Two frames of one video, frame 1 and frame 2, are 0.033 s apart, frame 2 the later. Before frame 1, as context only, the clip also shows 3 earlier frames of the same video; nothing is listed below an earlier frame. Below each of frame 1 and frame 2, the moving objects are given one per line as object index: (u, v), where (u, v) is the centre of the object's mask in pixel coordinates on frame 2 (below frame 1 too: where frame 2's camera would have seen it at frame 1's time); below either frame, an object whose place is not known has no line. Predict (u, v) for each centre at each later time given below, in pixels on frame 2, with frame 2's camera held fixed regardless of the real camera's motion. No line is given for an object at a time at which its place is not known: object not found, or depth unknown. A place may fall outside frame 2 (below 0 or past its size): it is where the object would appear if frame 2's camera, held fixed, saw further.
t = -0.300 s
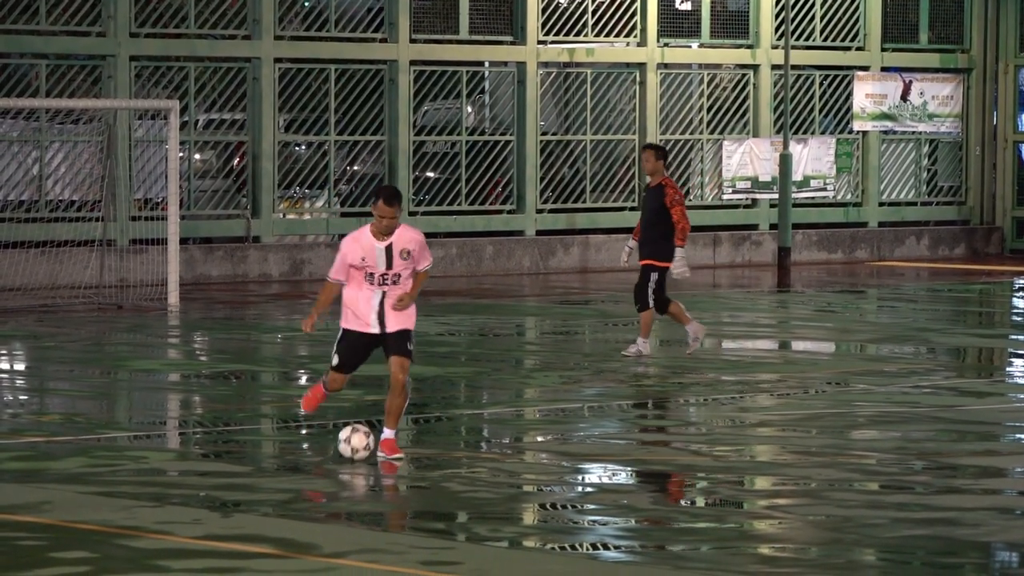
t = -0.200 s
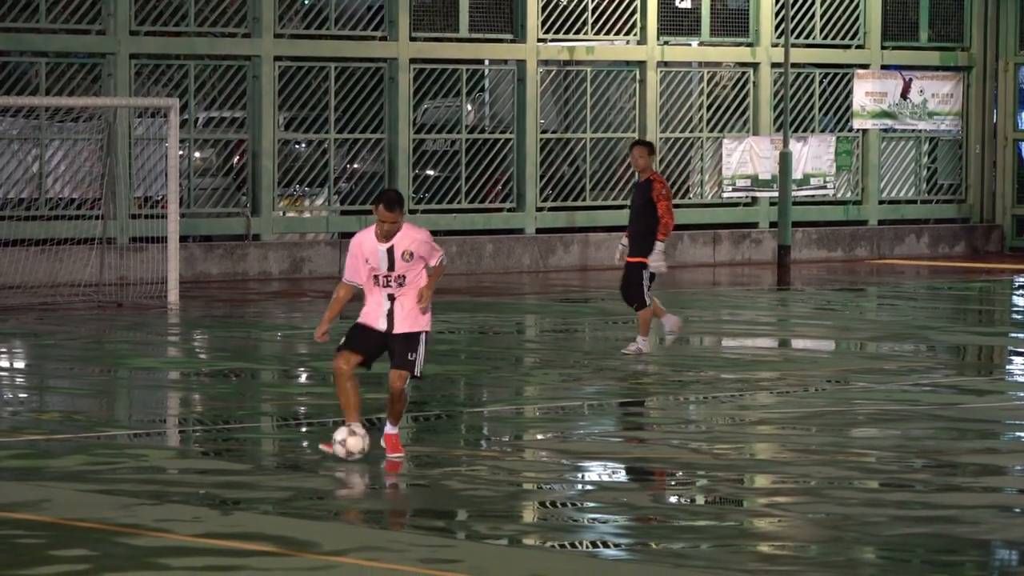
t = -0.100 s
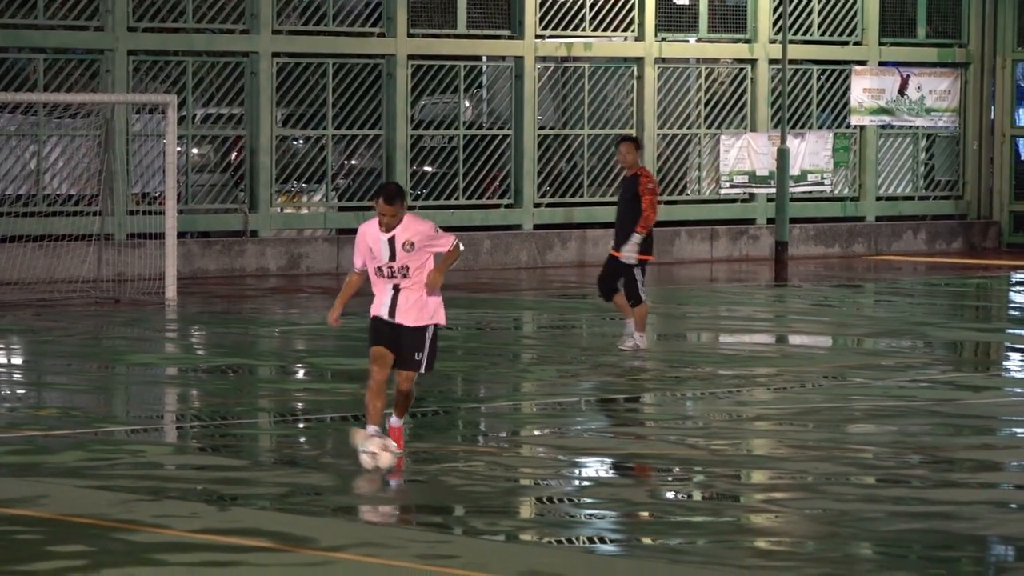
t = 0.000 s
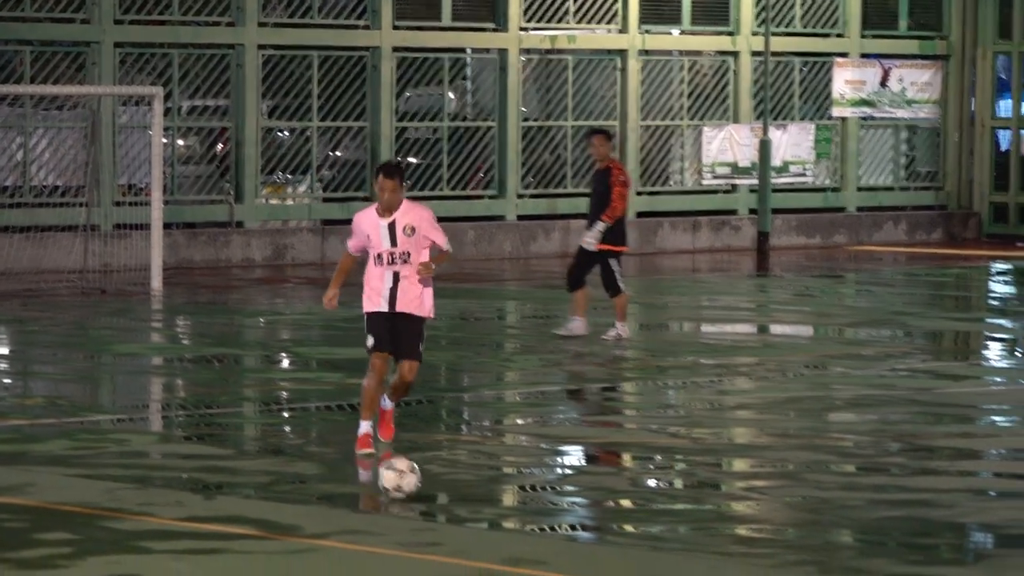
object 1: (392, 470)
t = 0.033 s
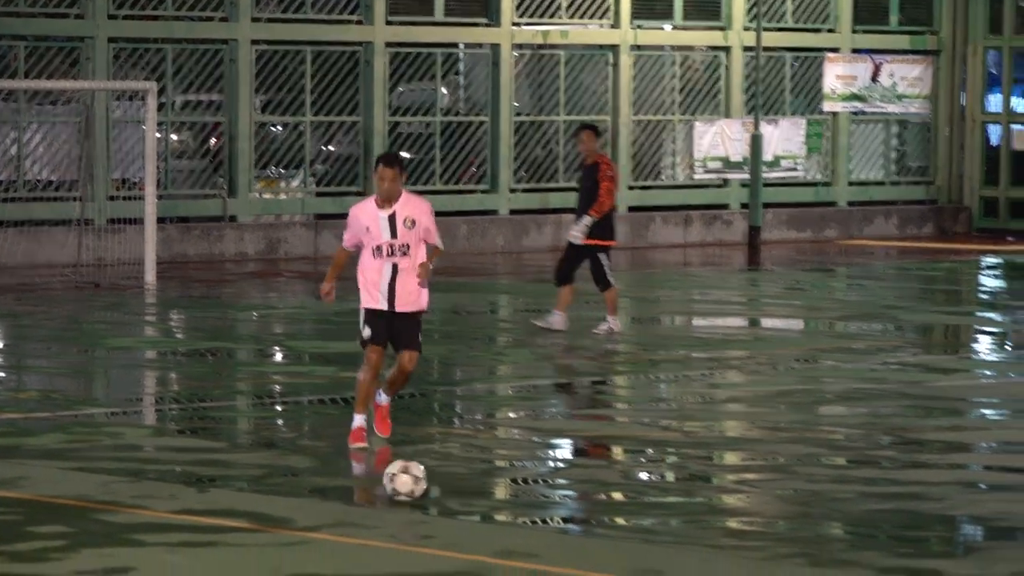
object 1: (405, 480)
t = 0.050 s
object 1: (412, 484)
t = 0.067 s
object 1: (418, 487)
